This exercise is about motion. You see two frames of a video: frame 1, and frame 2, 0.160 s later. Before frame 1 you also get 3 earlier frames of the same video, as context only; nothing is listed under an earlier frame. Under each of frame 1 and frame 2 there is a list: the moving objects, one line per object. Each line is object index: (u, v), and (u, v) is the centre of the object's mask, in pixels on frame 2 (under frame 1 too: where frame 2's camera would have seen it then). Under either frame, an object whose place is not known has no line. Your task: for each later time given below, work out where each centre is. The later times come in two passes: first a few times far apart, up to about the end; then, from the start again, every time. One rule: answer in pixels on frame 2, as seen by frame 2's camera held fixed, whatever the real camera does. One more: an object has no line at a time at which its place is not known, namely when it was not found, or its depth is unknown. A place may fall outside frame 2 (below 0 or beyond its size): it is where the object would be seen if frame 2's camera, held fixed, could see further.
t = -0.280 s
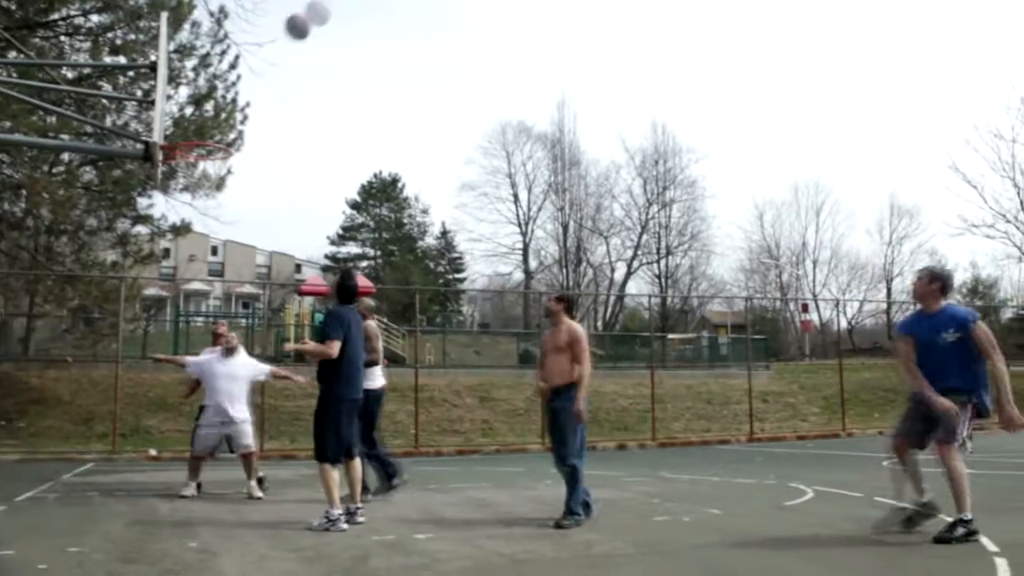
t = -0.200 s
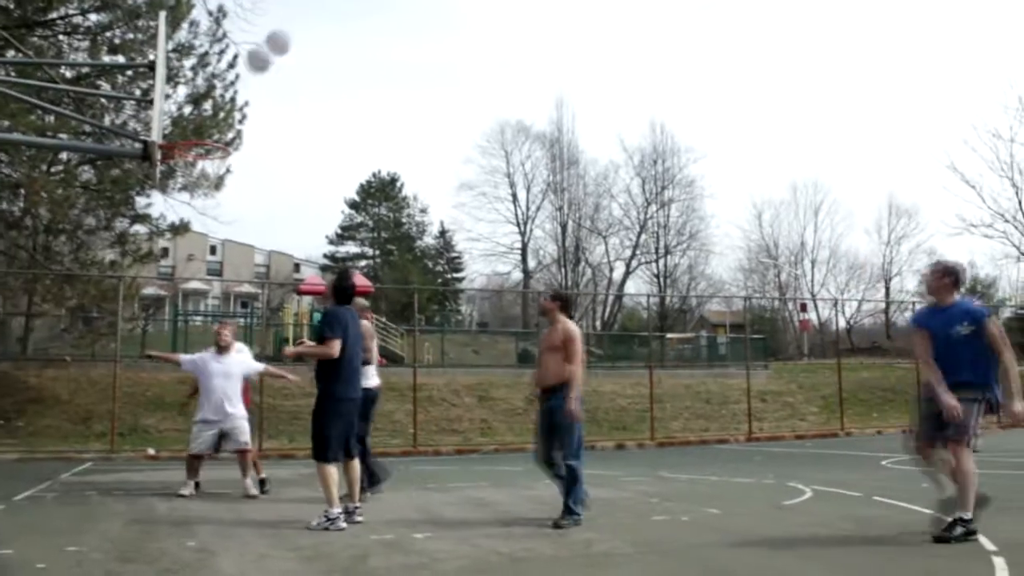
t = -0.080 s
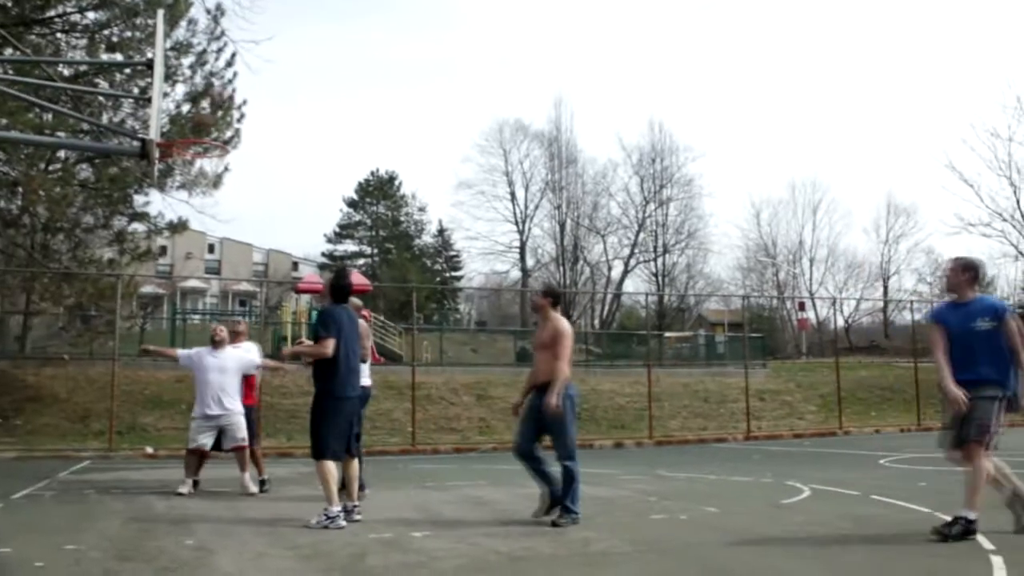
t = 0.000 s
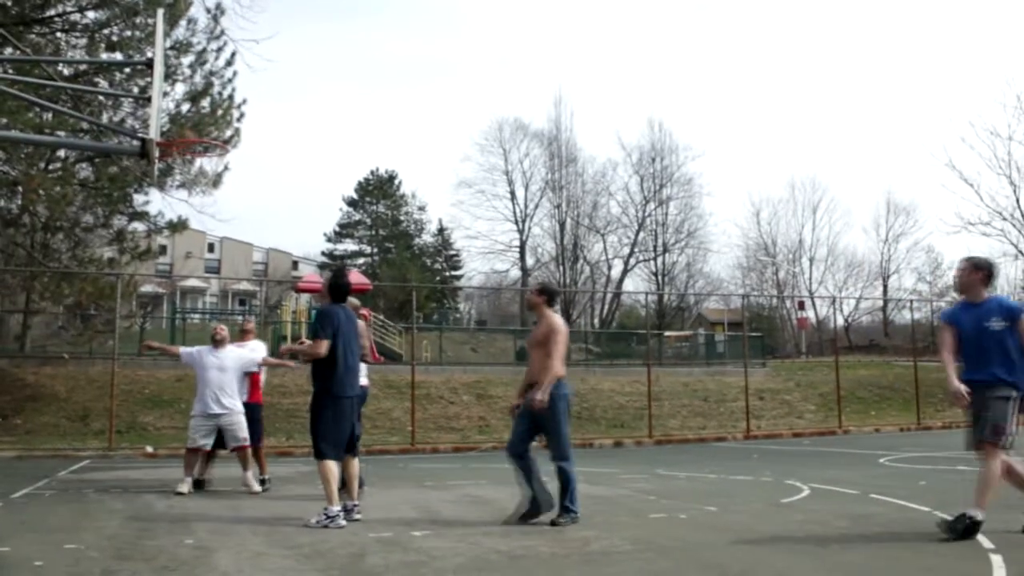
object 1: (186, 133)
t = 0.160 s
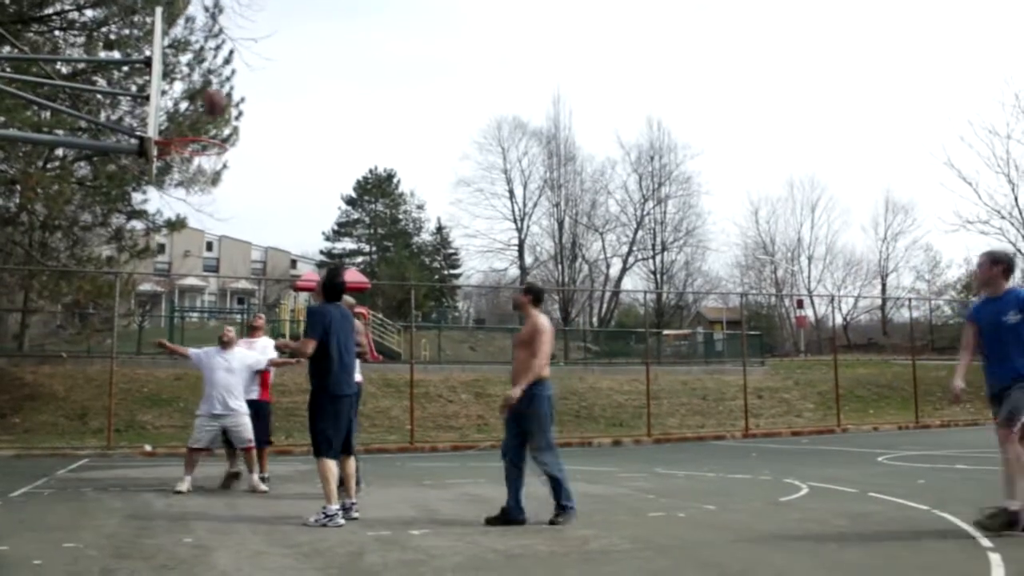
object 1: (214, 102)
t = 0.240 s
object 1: (209, 82)
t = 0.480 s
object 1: (199, 66)
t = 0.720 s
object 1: (179, 111)
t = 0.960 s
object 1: (175, 87)
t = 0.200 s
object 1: (213, 91)
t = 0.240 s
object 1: (209, 82)
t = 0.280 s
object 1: (207, 77)
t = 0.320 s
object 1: (205, 71)
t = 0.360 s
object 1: (204, 67)
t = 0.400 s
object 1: (202, 65)
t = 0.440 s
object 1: (200, 65)
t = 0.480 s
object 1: (199, 66)
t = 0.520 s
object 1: (197, 68)
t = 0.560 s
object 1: (194, 75)
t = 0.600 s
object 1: (192, 81)
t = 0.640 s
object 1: (188, 89)
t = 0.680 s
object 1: (184, 99)
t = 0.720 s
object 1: (179, 111)
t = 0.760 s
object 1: (178, 122)
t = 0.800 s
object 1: (178, 119)
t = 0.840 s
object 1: (177, 108)
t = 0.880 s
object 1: (176, 97)
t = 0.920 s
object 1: (175, 92)
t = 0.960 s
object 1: (175, 87)
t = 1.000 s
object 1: (173, 84)
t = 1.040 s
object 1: (172, 82)
